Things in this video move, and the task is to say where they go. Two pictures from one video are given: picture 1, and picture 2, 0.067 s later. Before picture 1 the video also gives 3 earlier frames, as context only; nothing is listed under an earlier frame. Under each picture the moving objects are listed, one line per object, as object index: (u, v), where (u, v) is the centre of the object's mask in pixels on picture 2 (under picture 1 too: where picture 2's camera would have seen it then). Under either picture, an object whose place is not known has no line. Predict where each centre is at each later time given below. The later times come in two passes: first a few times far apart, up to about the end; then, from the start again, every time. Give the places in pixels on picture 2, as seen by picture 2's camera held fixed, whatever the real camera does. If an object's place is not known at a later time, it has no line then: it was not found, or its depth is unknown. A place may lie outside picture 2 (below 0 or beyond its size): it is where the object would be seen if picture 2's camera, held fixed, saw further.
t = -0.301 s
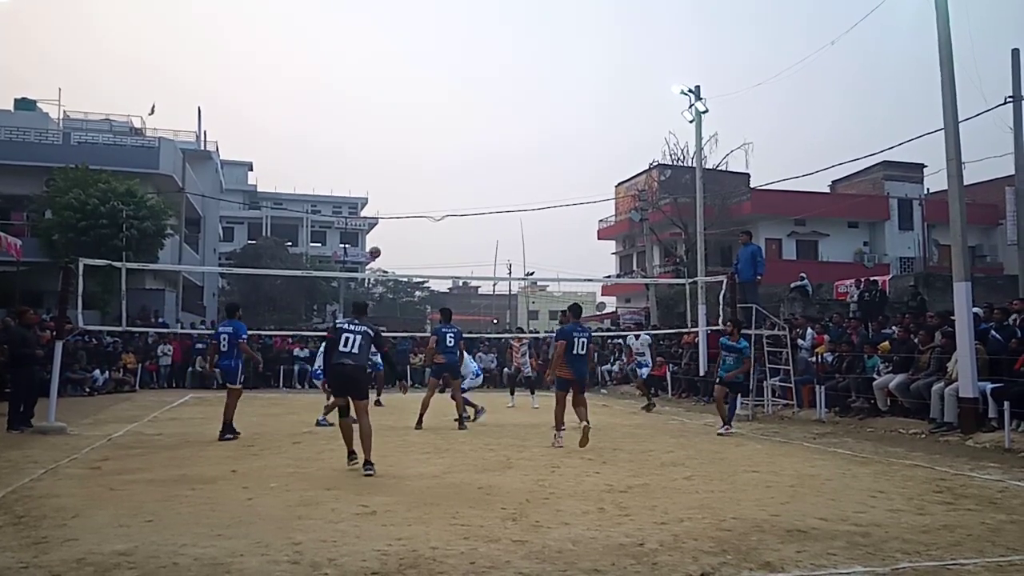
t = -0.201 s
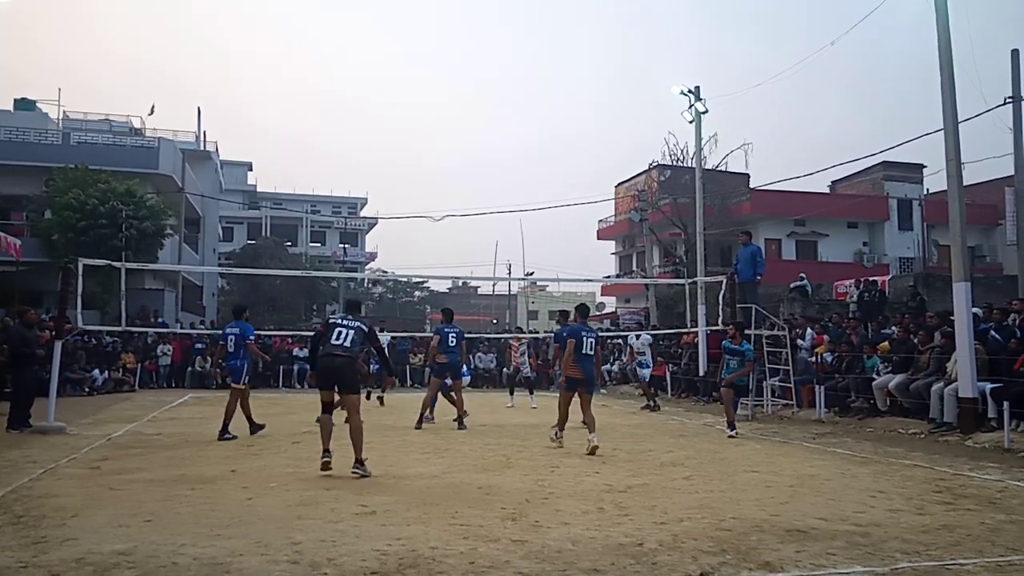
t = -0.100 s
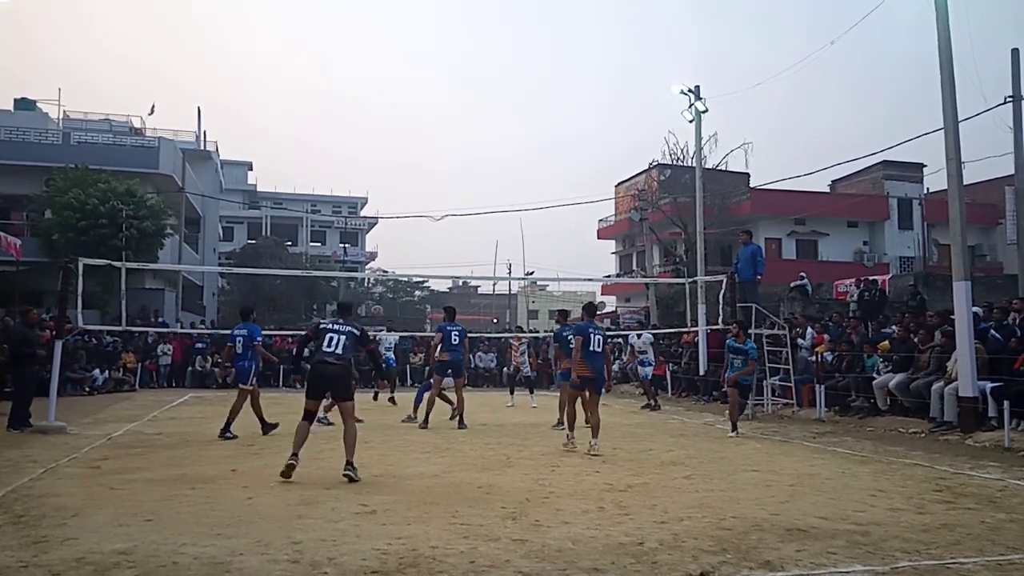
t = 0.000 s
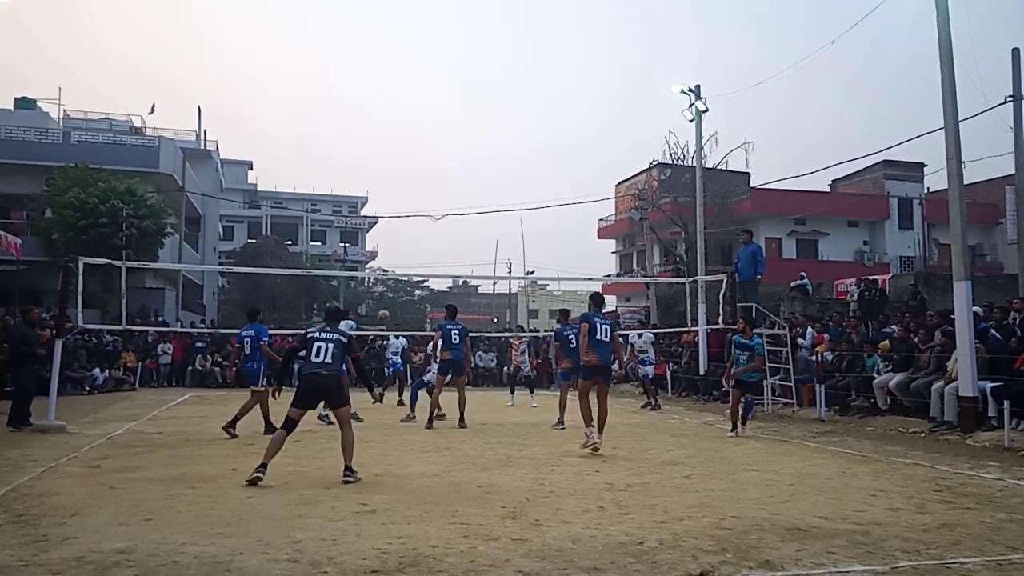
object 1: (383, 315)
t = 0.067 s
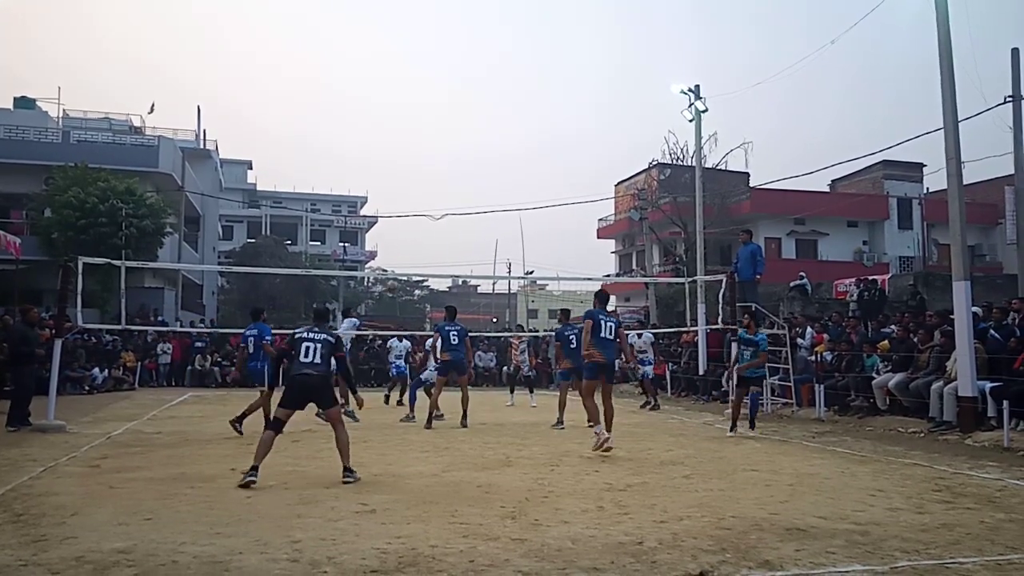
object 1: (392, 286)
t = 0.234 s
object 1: (414, 226)
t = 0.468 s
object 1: (445, 171)
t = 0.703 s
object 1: (475, 147)
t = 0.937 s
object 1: (504, 154)
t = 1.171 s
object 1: (532, 190)
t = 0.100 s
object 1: (397, 270)
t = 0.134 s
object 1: (401, 261)
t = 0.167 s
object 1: (406, 248)
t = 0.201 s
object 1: (410, 237)
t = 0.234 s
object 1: (414, 226)
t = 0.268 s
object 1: (419, 216)
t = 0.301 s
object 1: (423, 207)
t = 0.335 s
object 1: (428, 198)
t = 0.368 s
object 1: (432, 191)
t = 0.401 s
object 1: (436, 183)
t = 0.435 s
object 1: (441, 177)
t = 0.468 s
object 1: (445, 171)
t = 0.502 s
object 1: (449, 166)
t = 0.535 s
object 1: (454, 161)
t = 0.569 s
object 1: (458, 157)
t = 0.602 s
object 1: (462, 154)
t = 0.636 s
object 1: (466, 151)
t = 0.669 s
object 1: (471, 149)
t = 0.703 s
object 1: (475, 147)
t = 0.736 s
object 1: (479, 146)
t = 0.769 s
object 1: (483, 146)
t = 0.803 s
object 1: (487, 147)
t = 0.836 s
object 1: (491, 148)
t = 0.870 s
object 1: (495, 149)
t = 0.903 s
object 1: (500, 151)
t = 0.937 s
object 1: (504, 154)
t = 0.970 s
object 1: (508, 158)
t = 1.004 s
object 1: (512, 161)
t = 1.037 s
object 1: (516, 166)
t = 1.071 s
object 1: (520, 171)
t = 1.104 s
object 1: (524, 177)
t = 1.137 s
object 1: (528, 183)
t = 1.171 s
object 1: (532, 190)
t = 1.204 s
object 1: (535, 198)
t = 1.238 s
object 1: (539, 206)
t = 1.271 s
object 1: (543, 215)
